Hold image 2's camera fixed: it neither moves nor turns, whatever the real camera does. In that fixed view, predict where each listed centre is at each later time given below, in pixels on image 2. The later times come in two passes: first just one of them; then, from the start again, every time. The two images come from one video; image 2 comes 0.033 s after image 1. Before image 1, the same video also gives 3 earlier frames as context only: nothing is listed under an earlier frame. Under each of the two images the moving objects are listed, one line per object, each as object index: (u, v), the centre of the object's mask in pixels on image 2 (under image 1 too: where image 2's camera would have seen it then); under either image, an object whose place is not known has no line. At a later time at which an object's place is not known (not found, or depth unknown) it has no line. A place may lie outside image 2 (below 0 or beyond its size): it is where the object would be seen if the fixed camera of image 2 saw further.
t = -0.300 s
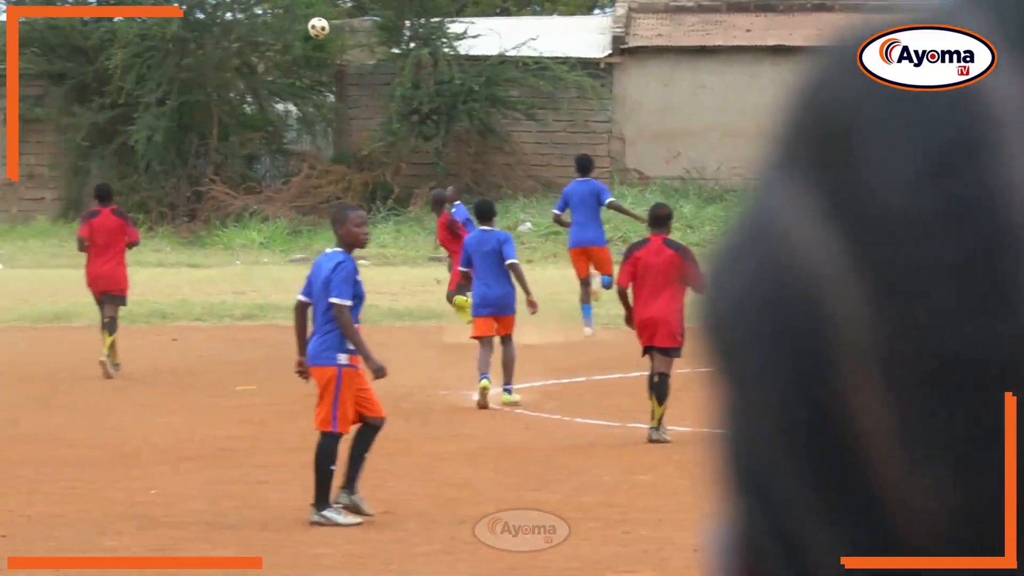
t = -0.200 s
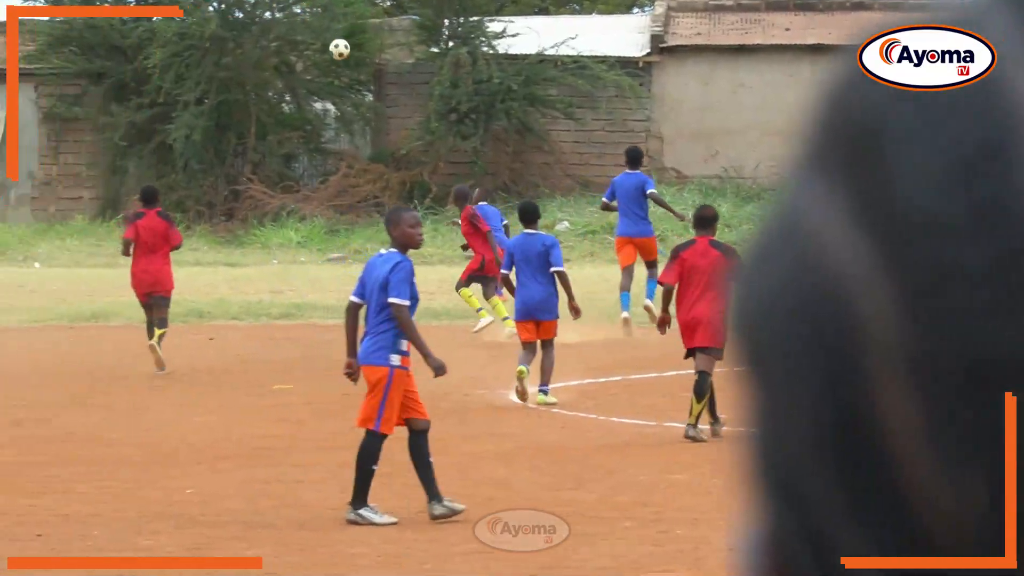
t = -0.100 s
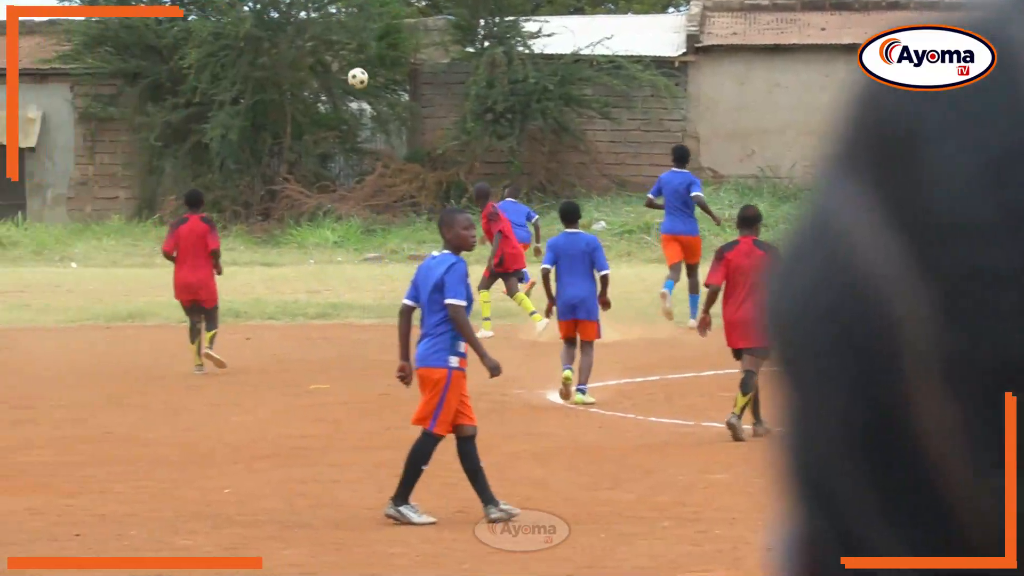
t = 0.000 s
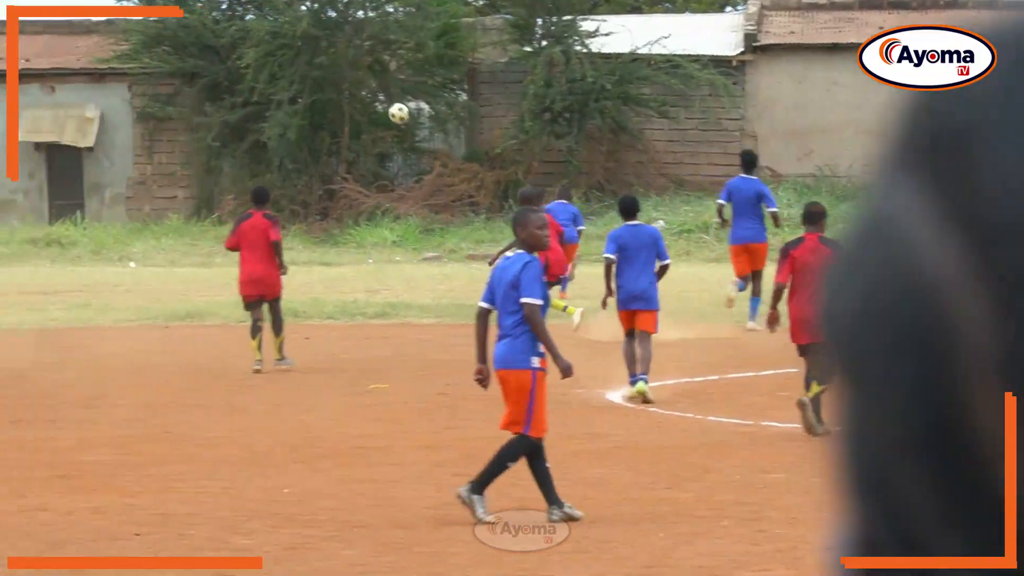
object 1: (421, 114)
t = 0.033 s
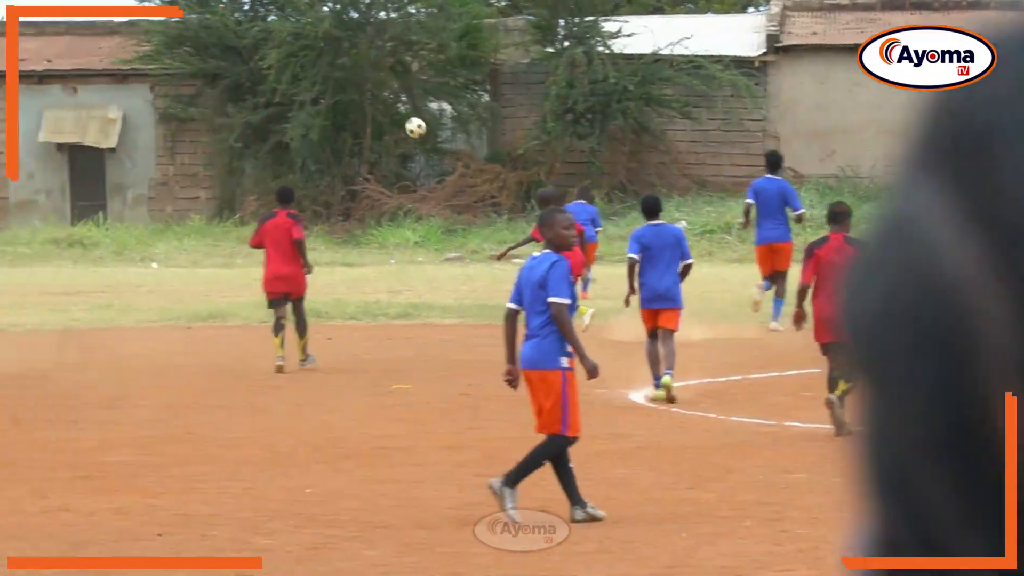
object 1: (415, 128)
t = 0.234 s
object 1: (385, 224)
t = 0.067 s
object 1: (410, 142)
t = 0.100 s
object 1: (405, 157)
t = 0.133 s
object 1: (400, 173)
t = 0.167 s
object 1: (395, 189)
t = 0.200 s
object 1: (389, 207)
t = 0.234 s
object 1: (385, 224)
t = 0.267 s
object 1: (380, 243)
